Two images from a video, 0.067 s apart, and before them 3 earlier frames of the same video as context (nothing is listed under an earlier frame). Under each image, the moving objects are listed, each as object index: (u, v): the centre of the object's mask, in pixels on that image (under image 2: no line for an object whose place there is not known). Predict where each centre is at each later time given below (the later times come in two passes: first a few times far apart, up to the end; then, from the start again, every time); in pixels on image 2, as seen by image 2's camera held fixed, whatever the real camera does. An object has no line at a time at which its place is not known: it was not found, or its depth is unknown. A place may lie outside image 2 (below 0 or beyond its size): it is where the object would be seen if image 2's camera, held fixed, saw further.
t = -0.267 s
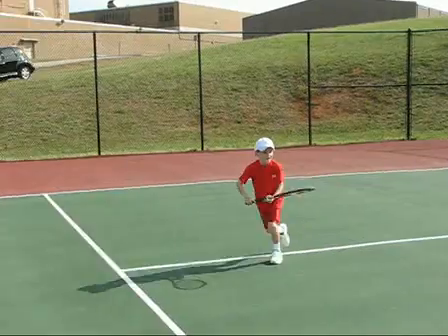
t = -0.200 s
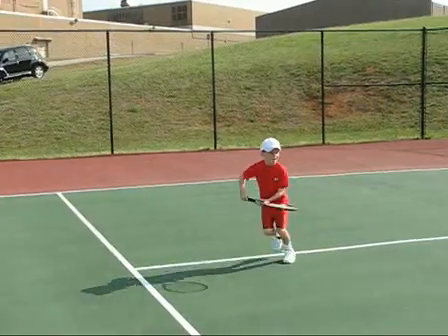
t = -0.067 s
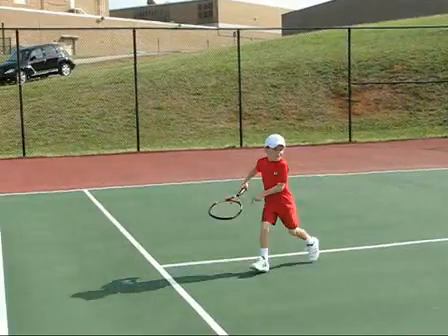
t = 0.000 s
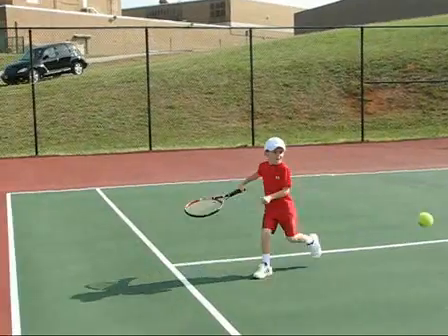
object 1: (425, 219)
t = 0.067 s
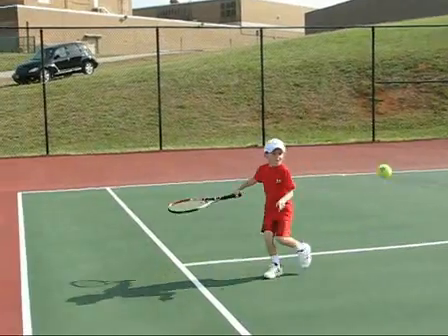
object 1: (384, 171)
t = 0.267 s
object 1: (261, 100)
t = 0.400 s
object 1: (199, 99)
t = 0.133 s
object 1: (338, 136)
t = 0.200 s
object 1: (297, 112)
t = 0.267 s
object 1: (261, 100)
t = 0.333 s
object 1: (228, 95)
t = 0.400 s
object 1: (199, 99)
